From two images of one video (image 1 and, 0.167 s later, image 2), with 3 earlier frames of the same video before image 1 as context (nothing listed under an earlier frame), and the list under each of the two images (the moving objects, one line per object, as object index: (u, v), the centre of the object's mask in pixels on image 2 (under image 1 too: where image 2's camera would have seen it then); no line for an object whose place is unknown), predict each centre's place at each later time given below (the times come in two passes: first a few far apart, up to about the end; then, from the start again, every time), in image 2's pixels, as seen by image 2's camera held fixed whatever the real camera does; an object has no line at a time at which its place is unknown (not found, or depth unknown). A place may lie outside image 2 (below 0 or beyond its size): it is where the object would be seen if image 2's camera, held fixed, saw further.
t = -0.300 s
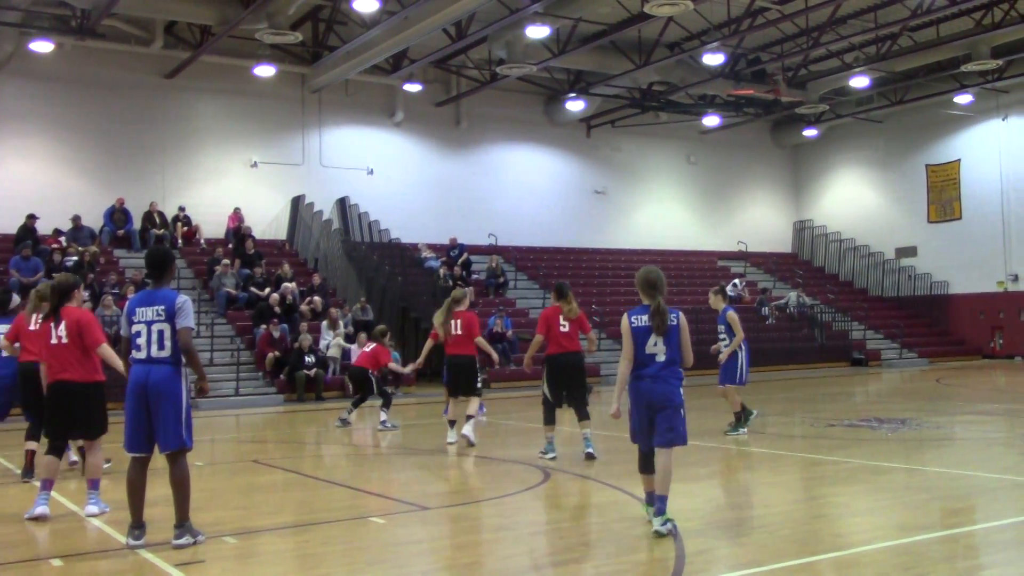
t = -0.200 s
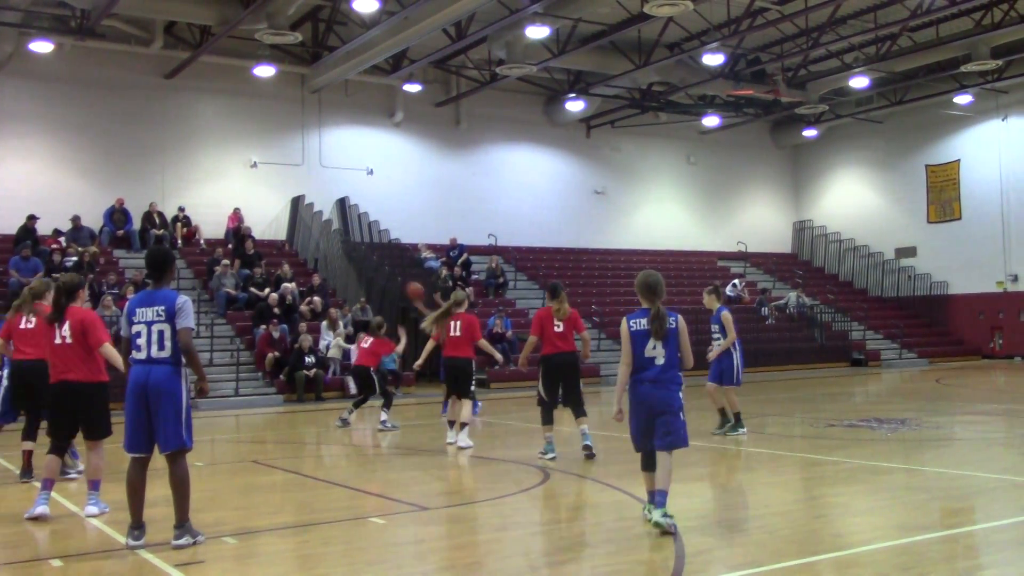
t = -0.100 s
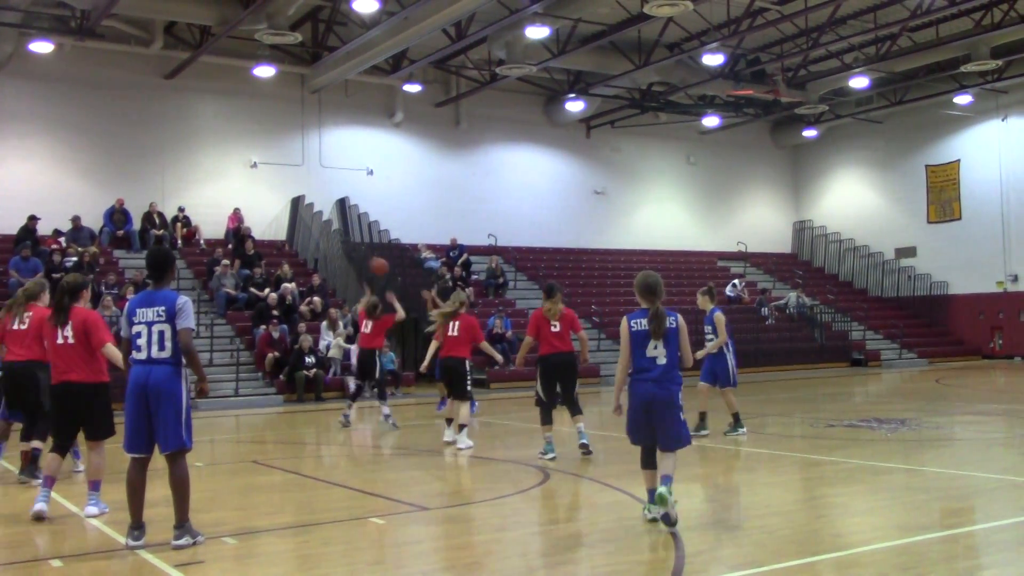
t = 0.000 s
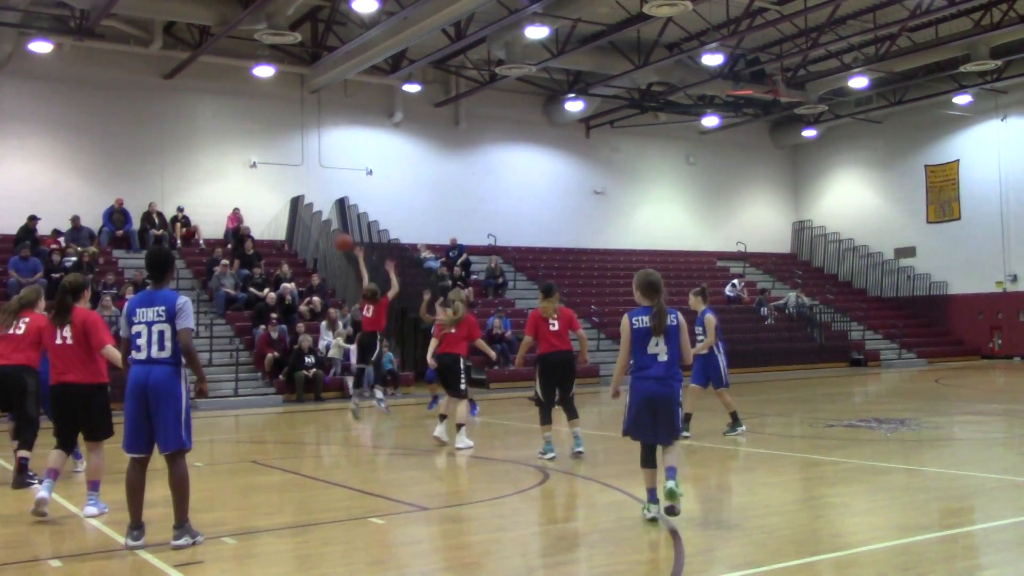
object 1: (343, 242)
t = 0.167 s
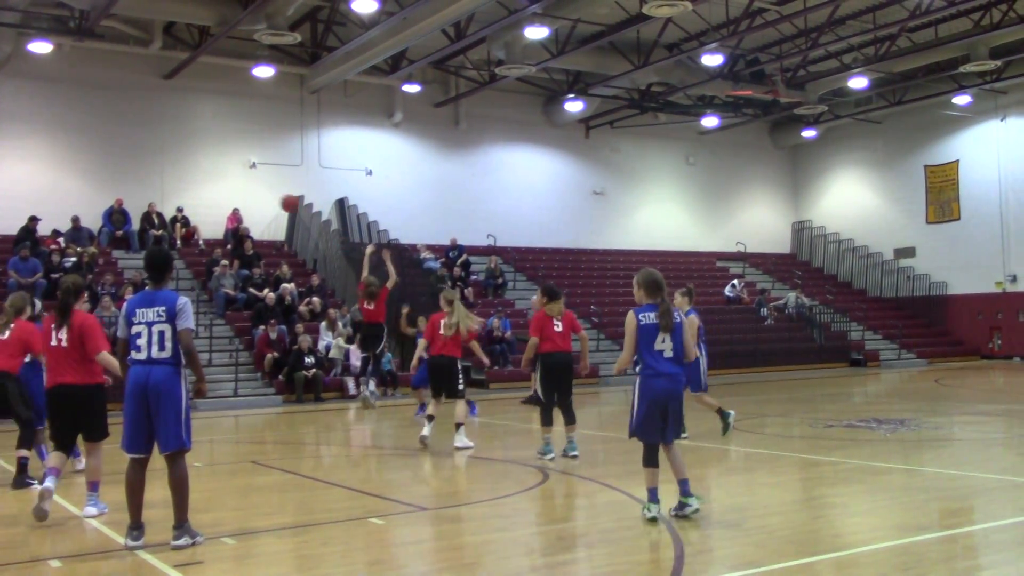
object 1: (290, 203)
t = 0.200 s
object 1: (278, 197)
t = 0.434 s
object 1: (197, 181)
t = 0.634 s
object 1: (123, 204)
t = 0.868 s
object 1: (29, 279)
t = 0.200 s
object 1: (278, 197)
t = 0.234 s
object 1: (267, 192)
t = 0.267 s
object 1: (256, 188)
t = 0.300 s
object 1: (244, 185)
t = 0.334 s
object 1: (233, 183)
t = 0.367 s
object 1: (221, 182)
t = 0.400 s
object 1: (209, 181)
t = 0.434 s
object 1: (197, 181)
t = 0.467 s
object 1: (185, 183)
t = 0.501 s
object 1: (173, 185)
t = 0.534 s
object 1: (160, 188)
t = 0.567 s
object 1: (148, 192)
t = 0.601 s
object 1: (136, 197)
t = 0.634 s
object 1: (123, 204)
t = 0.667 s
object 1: (109, 212)
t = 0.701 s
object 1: (95, 219)
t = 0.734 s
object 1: (82, 230)
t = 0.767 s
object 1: (70, 239)
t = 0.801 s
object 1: (55, 252)
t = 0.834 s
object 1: (42, 264)
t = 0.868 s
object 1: (29, 279)
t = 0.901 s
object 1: (19, 292)
